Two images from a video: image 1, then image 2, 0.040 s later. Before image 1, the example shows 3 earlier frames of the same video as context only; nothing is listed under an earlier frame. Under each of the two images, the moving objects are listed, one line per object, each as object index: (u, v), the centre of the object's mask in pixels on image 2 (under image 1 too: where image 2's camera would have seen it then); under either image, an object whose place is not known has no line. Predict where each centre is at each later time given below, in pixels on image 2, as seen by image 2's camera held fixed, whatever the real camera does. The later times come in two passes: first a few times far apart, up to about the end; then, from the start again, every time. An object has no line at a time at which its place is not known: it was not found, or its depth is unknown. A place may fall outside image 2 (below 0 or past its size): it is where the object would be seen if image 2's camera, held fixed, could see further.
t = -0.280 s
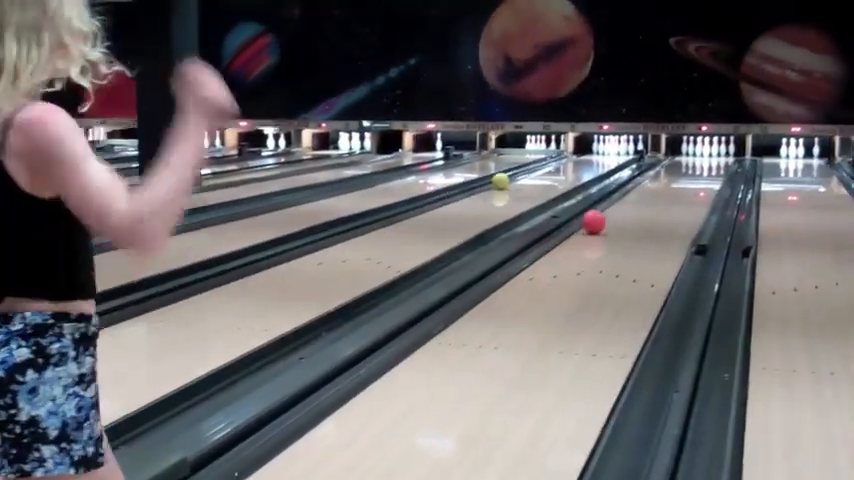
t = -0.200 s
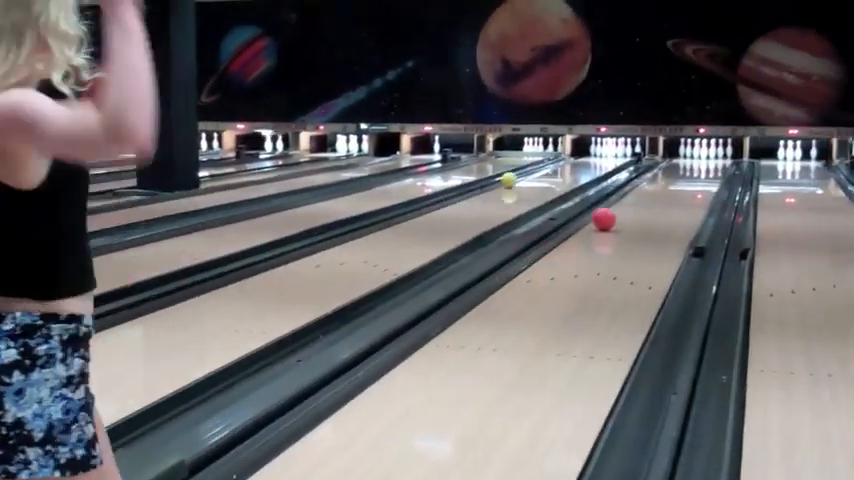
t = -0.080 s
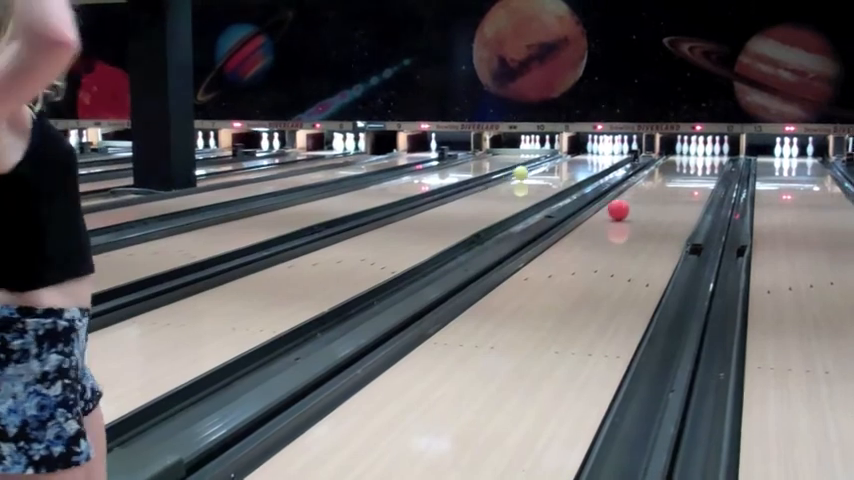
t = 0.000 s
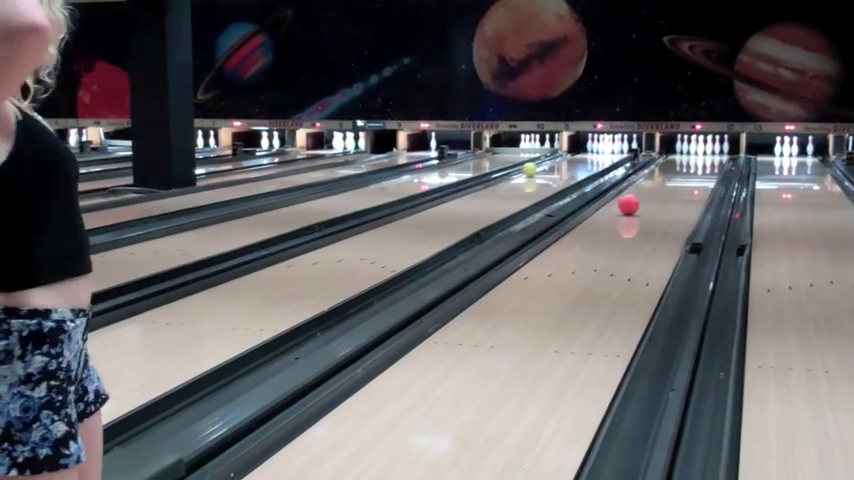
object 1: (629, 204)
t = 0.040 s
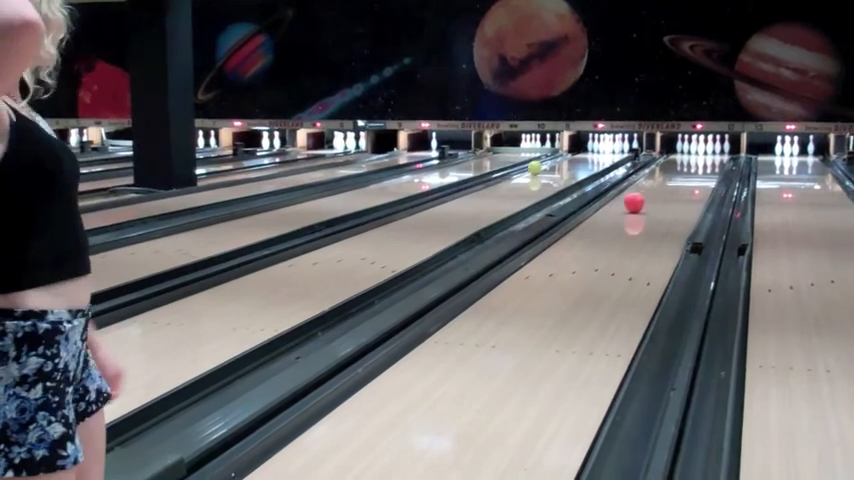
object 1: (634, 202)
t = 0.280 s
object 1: (659, 192)
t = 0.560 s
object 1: (683, 182)
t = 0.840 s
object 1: (701, 174)
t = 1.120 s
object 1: (716, 167)
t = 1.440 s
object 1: (715, 162)
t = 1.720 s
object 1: (716, 159)
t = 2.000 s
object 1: (714, 155)
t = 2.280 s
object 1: (712, 153)
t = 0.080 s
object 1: (638, 201)
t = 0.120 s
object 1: (643, 199)
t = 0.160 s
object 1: (647, 197)
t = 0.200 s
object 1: (652, 195)
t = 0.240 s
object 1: (655, 194)
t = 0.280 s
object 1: (659, 192)
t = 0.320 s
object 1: (664, 191)
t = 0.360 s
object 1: (666, 189)
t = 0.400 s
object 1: (670, 188)
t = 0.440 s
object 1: (673, 186)
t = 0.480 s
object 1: (677, 185)
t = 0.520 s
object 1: (680, 184)
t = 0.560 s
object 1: (683, 182)
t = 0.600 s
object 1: (686, 181)
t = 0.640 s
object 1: (688, 180)
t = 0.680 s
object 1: (691, 179)
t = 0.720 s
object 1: (694, 178)
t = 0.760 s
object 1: (697, 177)
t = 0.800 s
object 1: (699, 175)
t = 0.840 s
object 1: (701, 174)
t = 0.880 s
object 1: (704, 173)
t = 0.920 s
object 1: (706, 172)
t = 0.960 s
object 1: (708, 171)
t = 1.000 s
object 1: (710, 170)
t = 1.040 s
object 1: (711, 170)
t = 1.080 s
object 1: (713, 169)
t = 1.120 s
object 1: (716, 167)
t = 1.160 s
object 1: (716, 167)
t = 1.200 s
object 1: (716, 166)
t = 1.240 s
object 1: (716, 166)
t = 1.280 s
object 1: (716, 165)
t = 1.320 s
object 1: (715, 164)
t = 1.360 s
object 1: (715, 164)
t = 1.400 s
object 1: (715, 163)
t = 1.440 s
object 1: (715, 162)
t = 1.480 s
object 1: (715, 162)
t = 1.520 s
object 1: (715, 162)
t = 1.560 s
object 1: (716, 161)
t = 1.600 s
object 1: (716, 160)
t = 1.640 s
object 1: (715, 160)
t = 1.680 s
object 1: (715, 159)
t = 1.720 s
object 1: (716, 159)
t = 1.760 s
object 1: (715, 158)
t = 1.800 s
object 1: (715, 158)
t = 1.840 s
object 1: (715, 157)
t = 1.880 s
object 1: (715, 156)
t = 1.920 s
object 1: (714, 155)
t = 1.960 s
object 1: (715, 156)
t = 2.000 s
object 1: (714, 155)
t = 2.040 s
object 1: (714, 154)
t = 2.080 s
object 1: (714, 155)
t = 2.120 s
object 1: (713, 154)
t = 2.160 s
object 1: (713, 154)
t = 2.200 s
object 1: (713, 154)
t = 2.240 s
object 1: (712, 154)
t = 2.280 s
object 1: (712, 153)
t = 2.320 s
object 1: (712, 153)
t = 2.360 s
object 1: (711, 154)
